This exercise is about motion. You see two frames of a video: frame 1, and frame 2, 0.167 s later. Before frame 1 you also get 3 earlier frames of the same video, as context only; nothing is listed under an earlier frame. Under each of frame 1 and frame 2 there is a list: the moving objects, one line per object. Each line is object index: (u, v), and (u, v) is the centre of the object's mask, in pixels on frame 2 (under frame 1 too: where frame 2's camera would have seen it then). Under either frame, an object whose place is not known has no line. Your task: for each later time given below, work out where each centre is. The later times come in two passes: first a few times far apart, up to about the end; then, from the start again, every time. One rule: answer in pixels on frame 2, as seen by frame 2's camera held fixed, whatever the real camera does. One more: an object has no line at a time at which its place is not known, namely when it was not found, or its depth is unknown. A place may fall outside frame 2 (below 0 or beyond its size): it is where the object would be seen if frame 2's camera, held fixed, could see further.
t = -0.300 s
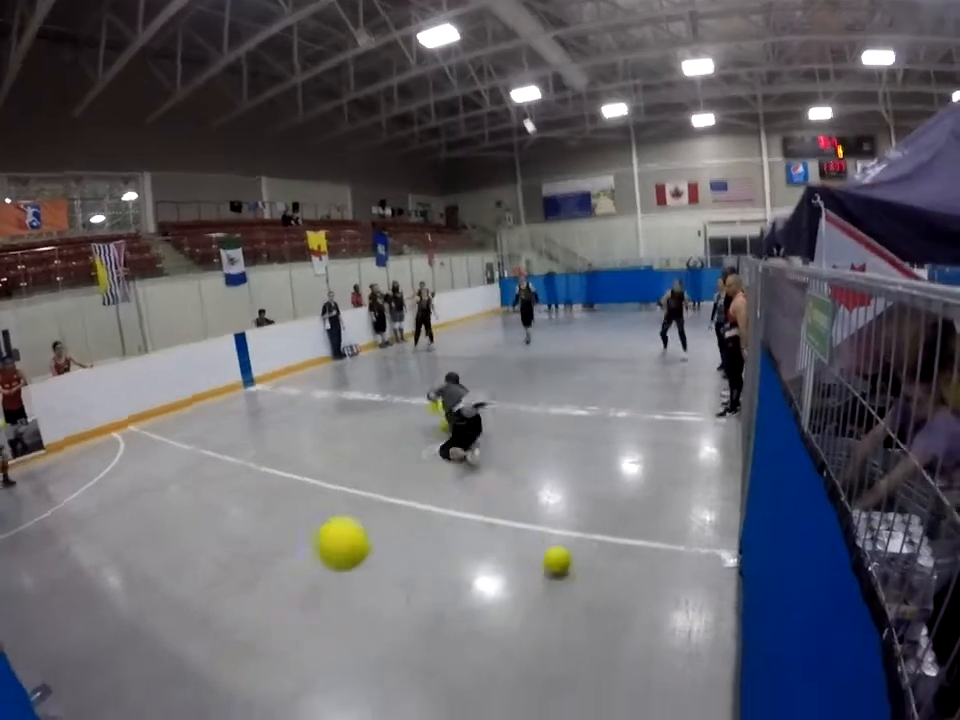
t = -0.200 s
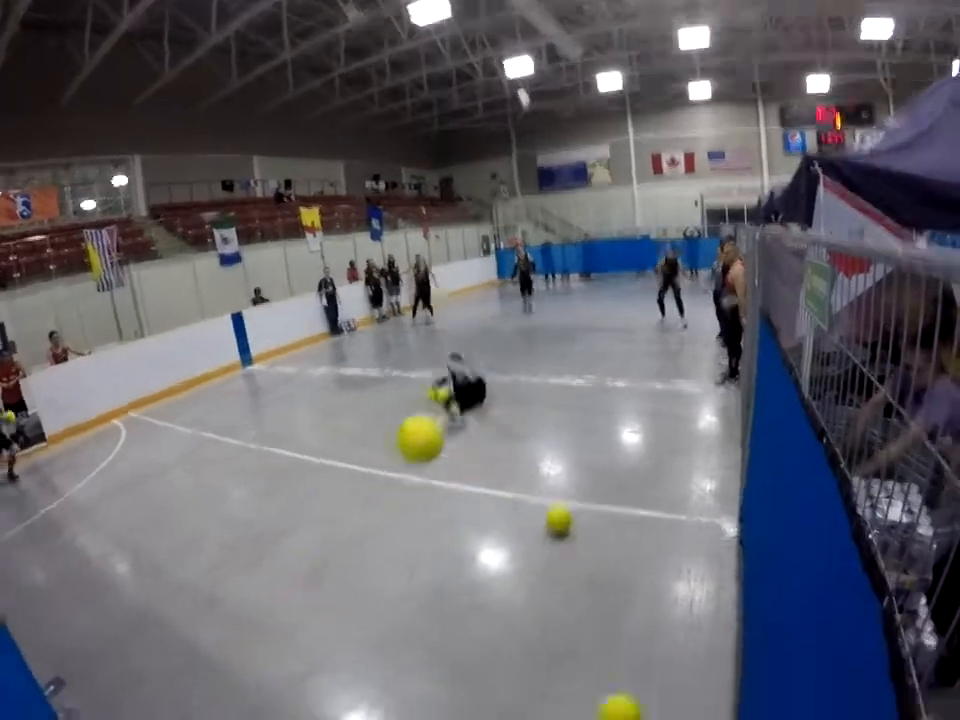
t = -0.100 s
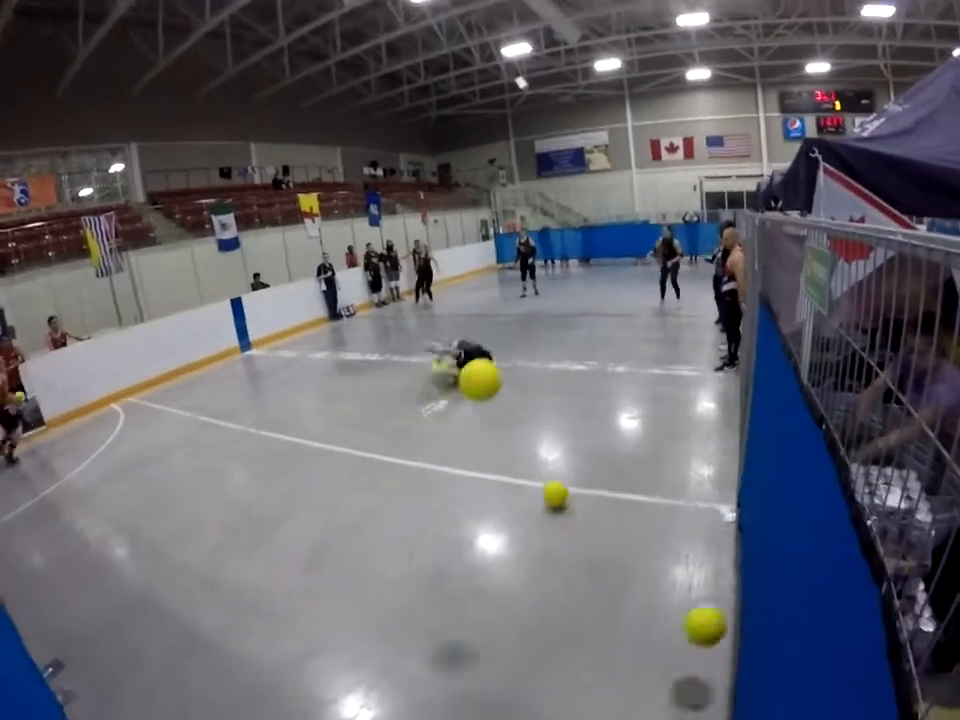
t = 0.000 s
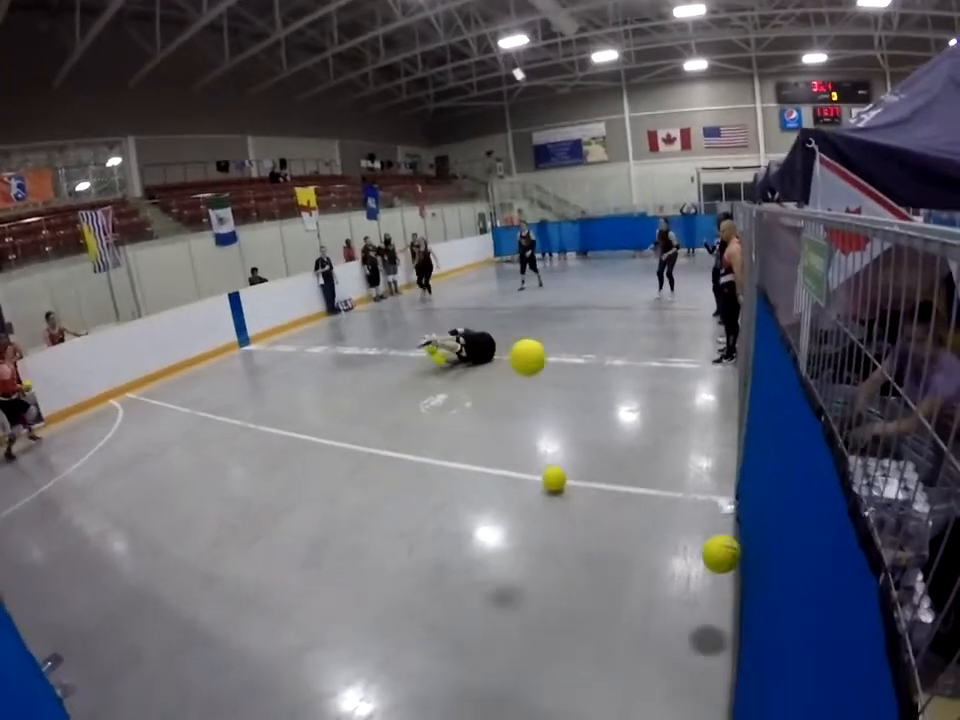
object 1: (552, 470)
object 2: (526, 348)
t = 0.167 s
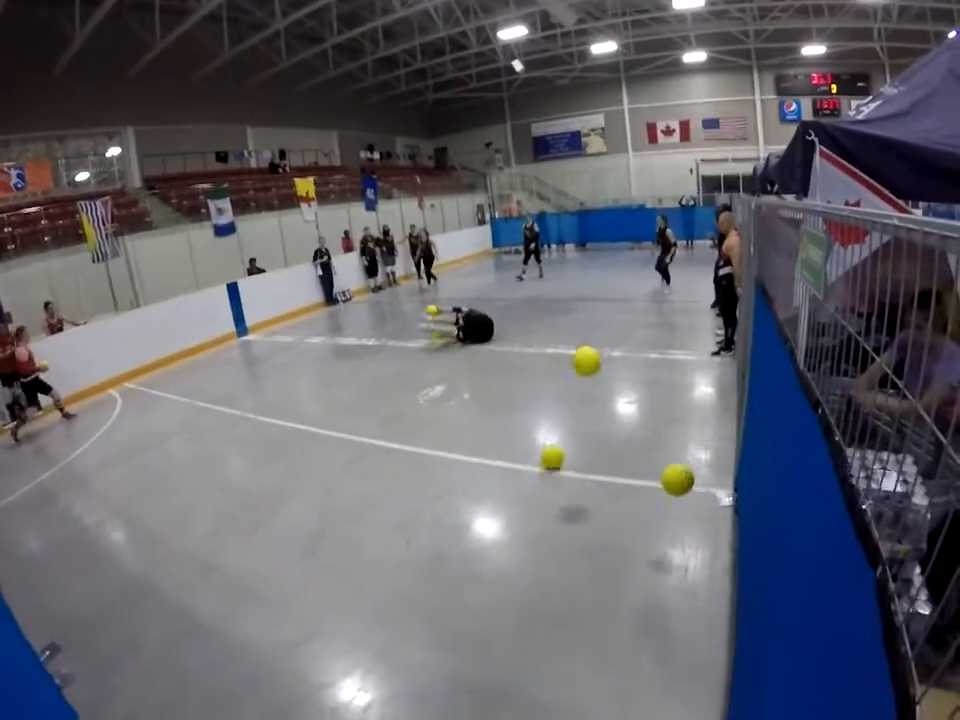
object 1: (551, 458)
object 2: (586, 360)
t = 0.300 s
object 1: (550, 449)
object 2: (619, 390)
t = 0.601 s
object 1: (547, 427)
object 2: (655, 383)
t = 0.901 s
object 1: (544, 412)
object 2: (674, 368)
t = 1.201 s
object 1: (543, 397)
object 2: (690, 400)
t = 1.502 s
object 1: (541, 386)
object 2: (706, 392)
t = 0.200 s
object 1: (551, 454)
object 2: (595, 366)
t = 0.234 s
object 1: (551, 452)
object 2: (603, 374)
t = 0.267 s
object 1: (551, 451)
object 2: (612, 382)
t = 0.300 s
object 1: (550, 449)
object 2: (619, 390)
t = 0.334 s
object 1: (550, 445)
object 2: (626, 400)
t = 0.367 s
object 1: (549, 442)
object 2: (632, 409)
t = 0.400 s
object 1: (549, 440)
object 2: (638, 418)
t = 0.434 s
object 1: (549, 438)
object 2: (643, 429)
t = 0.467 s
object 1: (549, 436)
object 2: (645, 422)
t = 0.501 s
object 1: (548, 435)
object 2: (648, 411)
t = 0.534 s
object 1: (548, 431)
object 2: (651, 401)
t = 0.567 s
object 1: (548, 430)
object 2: (653, 391)
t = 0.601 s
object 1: (547, 427)
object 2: (655, 383)
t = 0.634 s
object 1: (547, 426)
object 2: (658, 376)
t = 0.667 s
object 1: (547, 424)
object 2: (659, 371)
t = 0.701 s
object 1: (547, 422)
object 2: (661, 366)
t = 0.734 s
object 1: (546, 420)
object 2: (664, 364)
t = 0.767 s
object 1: (546, 418)
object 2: (665, 362)
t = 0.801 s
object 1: (546, 416)
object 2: (668, 362)
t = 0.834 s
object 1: (545, 415)
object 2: (670, 363)
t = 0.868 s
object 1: (545, 413)
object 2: (671, 363)
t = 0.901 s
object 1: (544, 412)
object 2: (674, 368)
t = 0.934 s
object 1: (544, 409)
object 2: (676, 371)
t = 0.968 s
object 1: (544, 408)
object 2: (678, 376)
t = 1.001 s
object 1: (544, 407)
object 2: (680, 383)
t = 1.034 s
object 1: (544, 405)
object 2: (681, 390)
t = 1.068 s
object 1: (544, 403)
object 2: (682, 399)
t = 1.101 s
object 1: (544, 402)
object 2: (684, 408)
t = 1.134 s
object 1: (543, 401)
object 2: (685, 415)
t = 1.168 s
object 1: (544, 399)
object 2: (687, 406)
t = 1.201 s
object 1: (543, 397)
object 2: (690, 400)
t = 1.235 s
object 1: (543, 396)
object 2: (692, 394)
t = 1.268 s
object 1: (543, 395)
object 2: (694, 390)
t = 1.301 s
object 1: (542, 394)
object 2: (696, 387)
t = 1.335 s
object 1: (542, 392)
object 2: (698, 385)
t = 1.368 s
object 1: (542, 391)
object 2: (699, 385)
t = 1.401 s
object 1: (542, 390)
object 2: (701, 385)
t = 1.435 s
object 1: (541, 388)
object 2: (703, 386)
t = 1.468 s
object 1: (541, 387)
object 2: (705, 388)
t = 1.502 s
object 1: (541, 386)
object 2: (706, 392)
